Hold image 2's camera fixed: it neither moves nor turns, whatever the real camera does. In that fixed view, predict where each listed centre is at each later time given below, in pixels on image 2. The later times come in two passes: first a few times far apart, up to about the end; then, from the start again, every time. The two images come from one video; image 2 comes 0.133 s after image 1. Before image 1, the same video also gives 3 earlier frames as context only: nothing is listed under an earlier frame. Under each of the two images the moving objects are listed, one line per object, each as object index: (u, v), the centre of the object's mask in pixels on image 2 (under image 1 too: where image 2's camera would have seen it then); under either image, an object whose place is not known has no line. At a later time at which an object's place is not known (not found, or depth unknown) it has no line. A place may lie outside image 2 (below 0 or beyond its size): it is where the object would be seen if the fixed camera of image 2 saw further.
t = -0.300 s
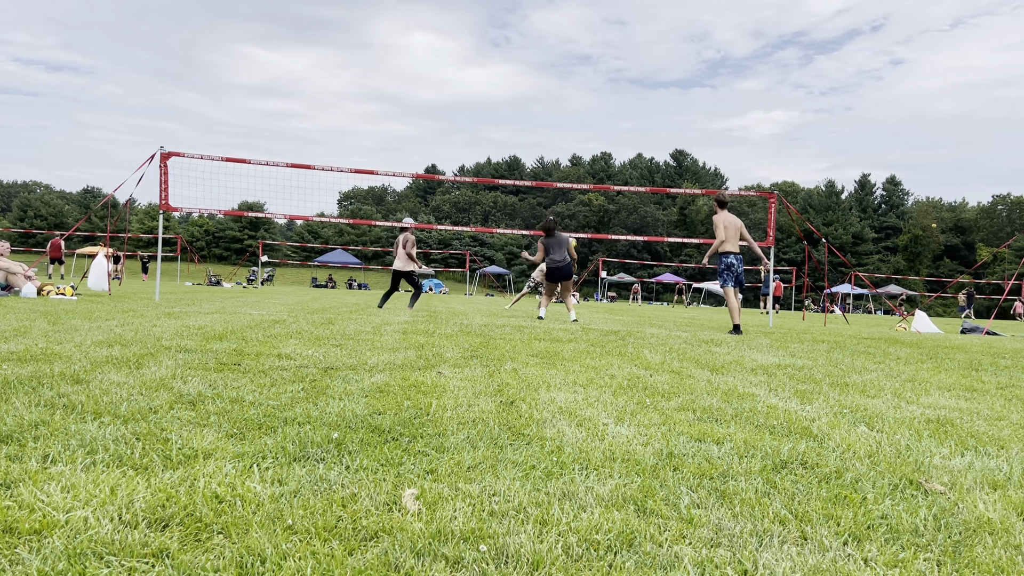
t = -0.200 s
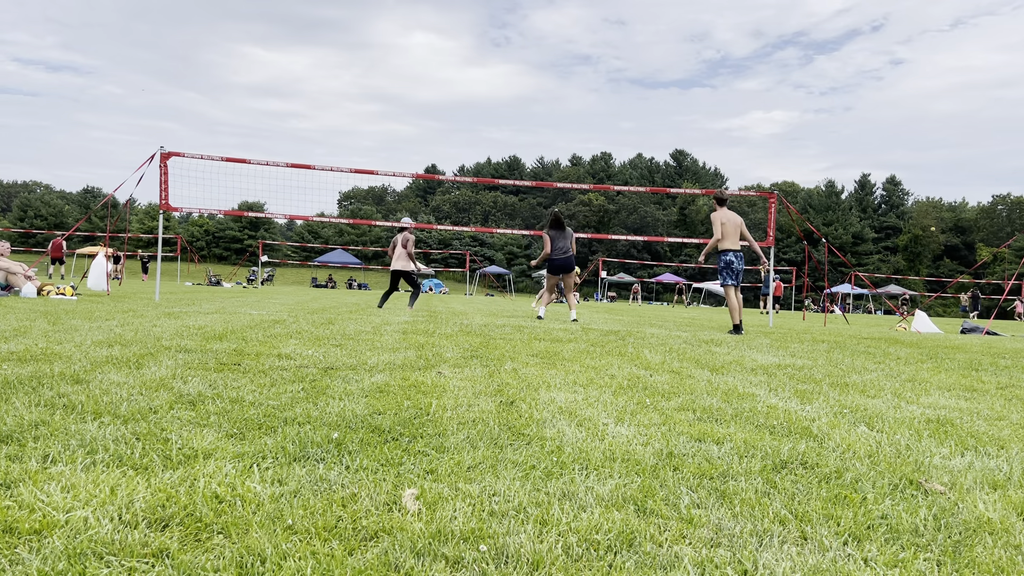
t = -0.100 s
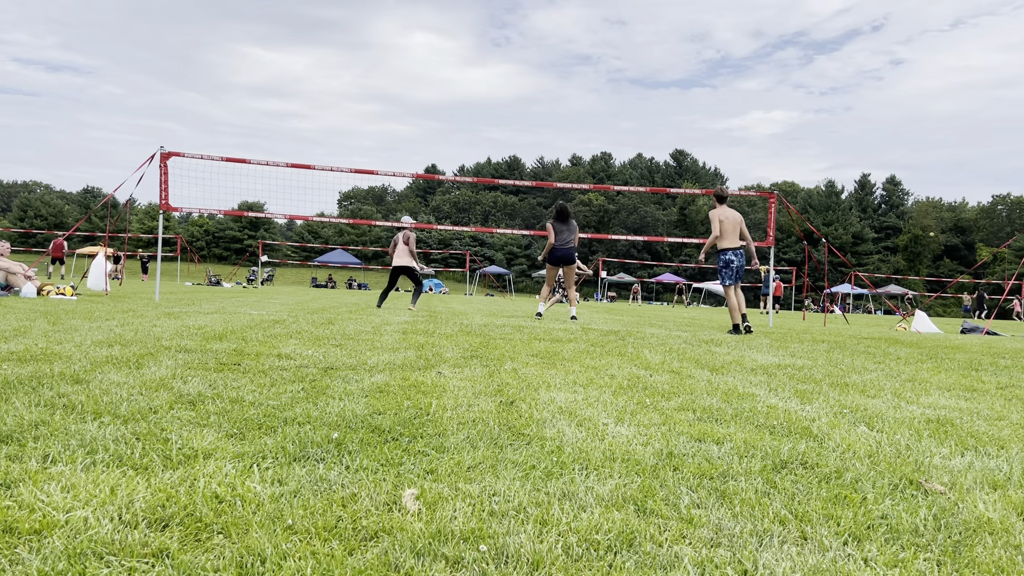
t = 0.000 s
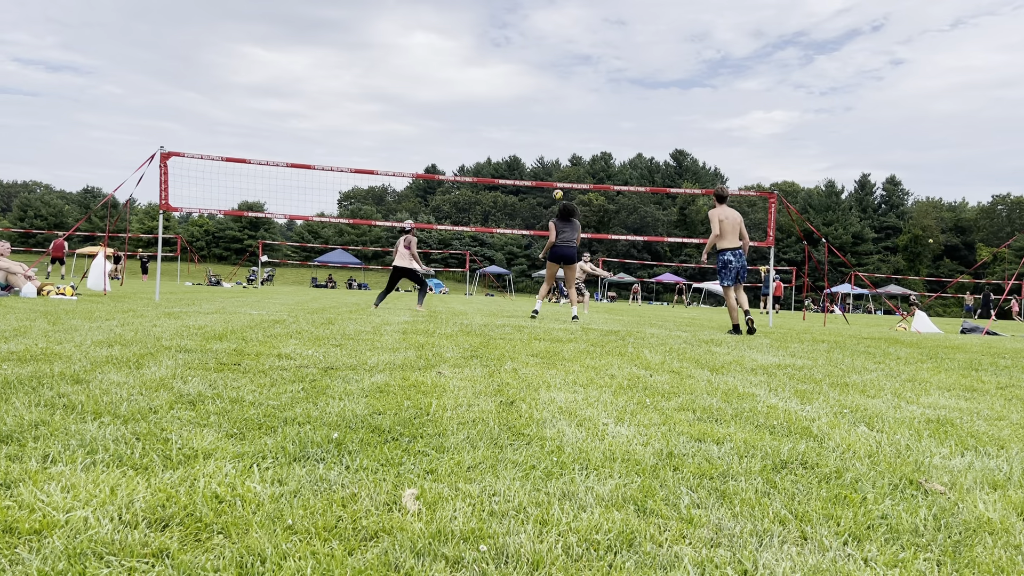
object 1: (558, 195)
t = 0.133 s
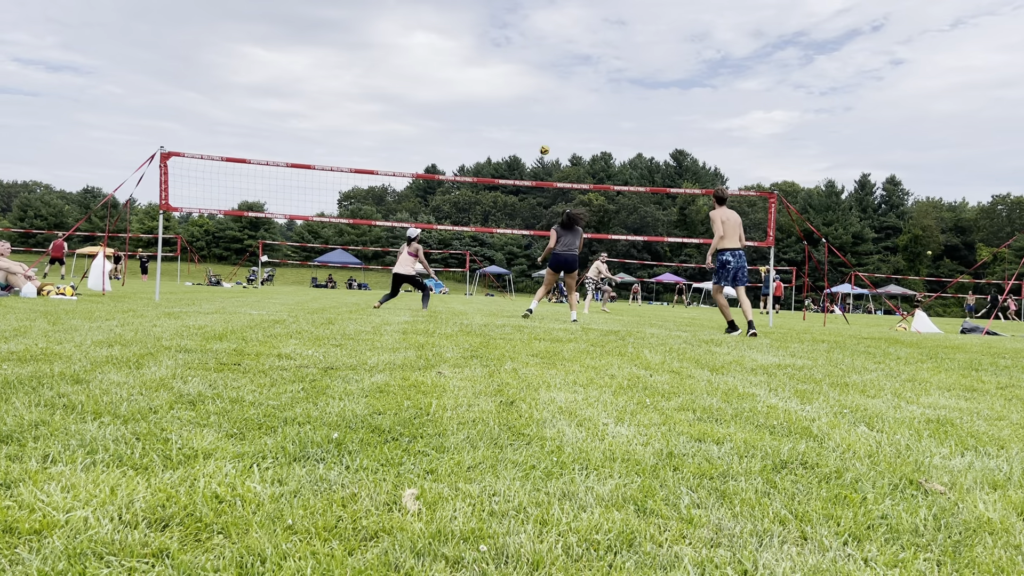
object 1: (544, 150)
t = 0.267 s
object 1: (530, 113)
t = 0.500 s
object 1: (504, 70)
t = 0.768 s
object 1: (473, 54)
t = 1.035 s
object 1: (441, 72)
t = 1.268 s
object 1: (414, 118)
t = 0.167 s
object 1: (541, 140)
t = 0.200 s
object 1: (537, 131)
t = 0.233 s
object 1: (534, 122)
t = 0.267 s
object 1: (530, 113)
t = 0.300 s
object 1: (526, 106)
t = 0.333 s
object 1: (523, 98)
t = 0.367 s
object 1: (519, 92)
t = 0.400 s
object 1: (515, 85)
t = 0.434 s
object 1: (512, 80)
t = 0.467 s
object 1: (508, 75)
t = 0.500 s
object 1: (504, 70)
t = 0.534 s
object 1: (500, 66)
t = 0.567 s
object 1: (497, 63)
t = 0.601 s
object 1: (493, 60)
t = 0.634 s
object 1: (489, 58)
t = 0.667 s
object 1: (485, 56)
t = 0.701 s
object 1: (481, 55)
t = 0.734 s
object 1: (477, 54)
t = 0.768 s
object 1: (473, 54)
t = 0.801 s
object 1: (469, 54)
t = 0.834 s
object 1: (465, 55)
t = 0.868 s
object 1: (461, 57)
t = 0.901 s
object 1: (457, 59)
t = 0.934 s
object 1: (453, 61)
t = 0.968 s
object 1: (449, 64)
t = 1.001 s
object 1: (445, 68)
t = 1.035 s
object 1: (441, 72)
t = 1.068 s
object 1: (438, 77)
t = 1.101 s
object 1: (434, 83)
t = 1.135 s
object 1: (430, 88)
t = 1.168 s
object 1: (426, 95)
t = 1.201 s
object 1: (422, 102)
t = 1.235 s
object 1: (418, 109)
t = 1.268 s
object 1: (414, 118)
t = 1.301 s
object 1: (410, 126)
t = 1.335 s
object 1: (407, 135)
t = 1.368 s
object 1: (403, 145)
